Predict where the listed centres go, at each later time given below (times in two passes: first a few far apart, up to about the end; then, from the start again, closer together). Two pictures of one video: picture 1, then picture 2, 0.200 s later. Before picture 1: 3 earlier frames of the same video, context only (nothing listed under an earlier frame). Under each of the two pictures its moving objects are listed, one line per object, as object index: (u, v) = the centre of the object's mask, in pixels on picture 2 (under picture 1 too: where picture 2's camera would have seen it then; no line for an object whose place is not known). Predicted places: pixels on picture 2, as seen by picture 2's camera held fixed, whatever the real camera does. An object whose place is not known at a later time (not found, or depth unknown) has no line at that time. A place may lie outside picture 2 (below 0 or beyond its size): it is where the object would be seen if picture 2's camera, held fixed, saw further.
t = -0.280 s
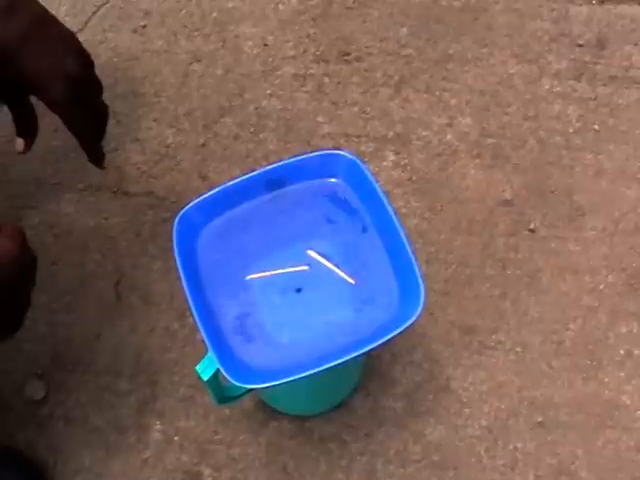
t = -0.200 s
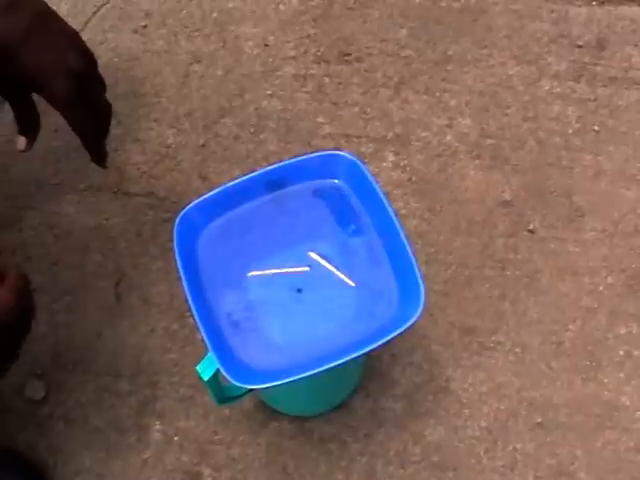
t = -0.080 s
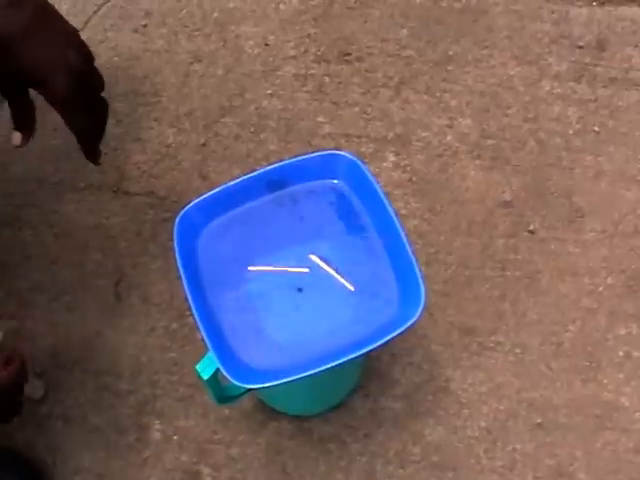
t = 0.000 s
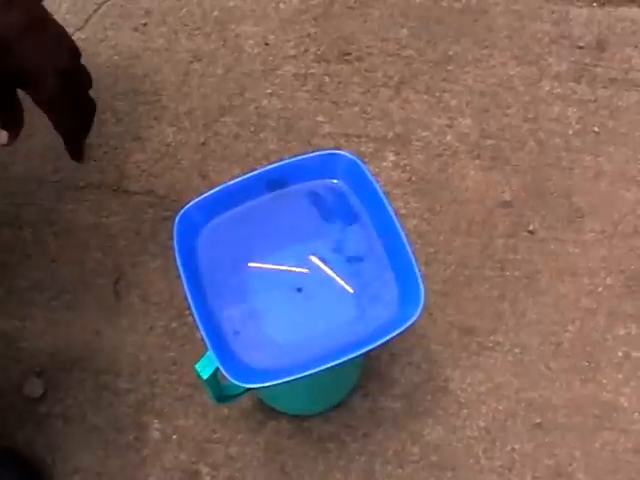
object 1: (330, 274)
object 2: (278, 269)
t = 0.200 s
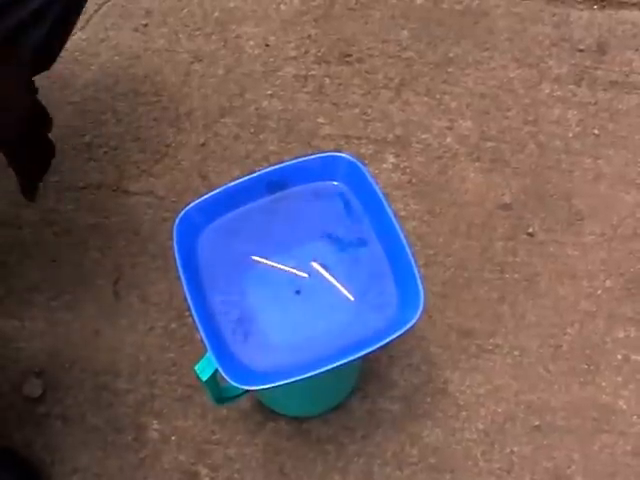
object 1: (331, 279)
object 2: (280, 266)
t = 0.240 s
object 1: (331, 281)
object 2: (280, 266)
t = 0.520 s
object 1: (329, 289)
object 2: (282, 264)
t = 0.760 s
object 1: (328, 294)
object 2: (286, 260)
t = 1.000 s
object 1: (323, 300)
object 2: (290, 260)
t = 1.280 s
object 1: (318, 303)
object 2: (295, 257)
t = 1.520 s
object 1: (313, 307)
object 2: (298, 260)
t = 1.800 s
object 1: (308, 309)
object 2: (305, 261)
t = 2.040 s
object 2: (306, 266)
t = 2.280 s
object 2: (308, 271)
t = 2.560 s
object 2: (308, 276)
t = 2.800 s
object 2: (309, 281)
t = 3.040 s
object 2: (304, 285)
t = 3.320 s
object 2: (300, 288)
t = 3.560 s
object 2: (294, 289)
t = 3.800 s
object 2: (289, 288)
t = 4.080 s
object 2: (285, 285)
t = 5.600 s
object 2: (294, 267)
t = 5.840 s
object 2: (299, 268)
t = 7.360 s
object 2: (305, 290)
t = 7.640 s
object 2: (302, 292)
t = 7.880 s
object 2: (296, 295)
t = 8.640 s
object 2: (284, 292)
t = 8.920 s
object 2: (280, 290)
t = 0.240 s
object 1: (331, 281)
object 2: (280, 266)
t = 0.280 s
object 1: (330, 282)
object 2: (281, 266)
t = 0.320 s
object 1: (330, 284)
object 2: (280, 265)
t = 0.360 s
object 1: (330, 286)
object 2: (281, 266)
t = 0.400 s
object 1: (330, 287)
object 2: (281, 265)
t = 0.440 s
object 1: (329, 288)
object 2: (281, 265)
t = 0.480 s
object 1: (329, 288)
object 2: (282, 264)
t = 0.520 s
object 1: (329, 289)
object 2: (282, 264)
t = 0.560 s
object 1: (328, 290)
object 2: (283, 263)
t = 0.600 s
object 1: (329, 291)
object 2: (284, 262)
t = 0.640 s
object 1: (329, 292)
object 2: (284, 262)
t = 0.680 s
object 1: (329, 293)
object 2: (285, 262)
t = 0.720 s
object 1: (328, 293)
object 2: (286, 261)
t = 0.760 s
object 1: (328, 294)
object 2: (286, 260)
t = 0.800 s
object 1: (328, 295)
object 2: (287, 260)
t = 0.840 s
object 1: (327, 296)
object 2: (287, 259)
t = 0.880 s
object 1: (326, 297)
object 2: (288, 261)
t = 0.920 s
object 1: (325, 298)
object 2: (288, 260)
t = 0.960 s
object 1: (325, 299)
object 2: (290, 260)
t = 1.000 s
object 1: (323, 300)
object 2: (290, 260)
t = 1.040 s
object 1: (322, 300)
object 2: (290, 258)
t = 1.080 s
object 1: (322, 301)
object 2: (291, 258)
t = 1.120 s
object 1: (322, 301)
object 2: (292, 258)
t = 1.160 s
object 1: (321, 302)
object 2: (292, 258)
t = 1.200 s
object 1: (320, 302)
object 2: (294, 257)
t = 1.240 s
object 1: (319, 303)
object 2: (295, 257)
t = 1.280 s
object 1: (318, 303)
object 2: (295, 257)
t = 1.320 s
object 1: (318, 304)
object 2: (296, 257)
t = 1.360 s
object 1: (316, 304)
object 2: (296, 258)
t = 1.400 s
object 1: (316, 305)
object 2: (298, 257)
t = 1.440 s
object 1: (315, 306)
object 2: (298, 259)
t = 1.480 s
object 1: (314, 306)
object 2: (298, 259)
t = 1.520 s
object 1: (313, 307)
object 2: (298, 260)
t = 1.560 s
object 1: (312, 307)
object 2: (300, 260)
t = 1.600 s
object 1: (312, 308)
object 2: (301, 261)
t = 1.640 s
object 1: (311, 308)
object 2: (302, 261)
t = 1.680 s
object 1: (311, 308)
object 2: (304, 259)
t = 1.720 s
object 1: (310, 308)
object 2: (303, 261)
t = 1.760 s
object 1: (309, 308)
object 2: (304, 262)
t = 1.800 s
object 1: (308, 309)
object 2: (305, 261)
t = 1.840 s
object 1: (307, 309)
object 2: (305, 262)
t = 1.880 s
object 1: (307, 309)
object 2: (307, 262)
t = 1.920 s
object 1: (305, 310)
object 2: (306, 264)
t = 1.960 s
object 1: (305, 309)
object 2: (306, 265)
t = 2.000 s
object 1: (303, 310)
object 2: (306, 265)
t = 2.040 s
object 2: (306, 266)
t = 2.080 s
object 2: (308, 267)
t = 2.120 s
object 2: (308, 268)
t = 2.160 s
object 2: (308, 268)
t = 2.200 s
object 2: (308, 269)
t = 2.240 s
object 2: (309, 270)
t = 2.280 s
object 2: (308, 271)
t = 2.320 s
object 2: (308, 271)
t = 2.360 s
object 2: (309, 272)
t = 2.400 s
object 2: (309, 273)
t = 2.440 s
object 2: (310, 274)
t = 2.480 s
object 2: (309, 274)
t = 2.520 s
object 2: (309, 275)
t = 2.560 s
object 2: (308, 276)
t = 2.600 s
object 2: (309, 277)
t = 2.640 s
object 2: (309, 278)
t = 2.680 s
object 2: (309, 279)
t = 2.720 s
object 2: (309, 279)
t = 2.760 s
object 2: (309, 280)
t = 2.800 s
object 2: (309, 281)
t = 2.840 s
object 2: (308, 281)
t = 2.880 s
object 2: (308, 282)
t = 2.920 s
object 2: (306, 283)
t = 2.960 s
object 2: (306, 283)
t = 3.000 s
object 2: (305, 284)
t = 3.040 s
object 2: (304, 285)
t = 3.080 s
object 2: (304, 284)
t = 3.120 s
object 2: (303, 285)
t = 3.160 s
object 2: (302, 286)
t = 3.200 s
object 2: (301, 287)
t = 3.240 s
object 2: (301, 287)
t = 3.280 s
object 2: (300, 288)
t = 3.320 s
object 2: (300, 288)
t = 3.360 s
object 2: (299, 287)
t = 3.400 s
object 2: (298, 287)
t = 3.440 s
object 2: (297, 287)
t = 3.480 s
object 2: (296, 287)
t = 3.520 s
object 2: (295, 288)
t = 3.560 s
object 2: (294, 289)
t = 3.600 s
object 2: (293, 289)
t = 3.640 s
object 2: (293, 288)
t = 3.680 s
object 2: (291, 288)
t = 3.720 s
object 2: (291, 289)
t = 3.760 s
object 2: (290, 289)
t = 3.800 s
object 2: (289, 288)
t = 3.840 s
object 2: (288, 287)
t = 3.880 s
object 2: (289, 286)
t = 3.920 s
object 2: (288, 285)
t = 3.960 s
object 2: (288, 286)
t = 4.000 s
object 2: (286, 285)
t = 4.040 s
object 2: (285, 285)
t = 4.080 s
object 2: (285, 285)
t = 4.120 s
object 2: (284, 284)
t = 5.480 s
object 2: (291, 268)
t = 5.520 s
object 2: (292, 267)
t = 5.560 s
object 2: (294, 267)
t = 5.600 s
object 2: (294, 267)
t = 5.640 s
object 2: (295, 267)
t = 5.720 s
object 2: (297, 266)
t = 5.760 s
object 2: (298, 268)
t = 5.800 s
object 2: (298, 267)
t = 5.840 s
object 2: (299, 268)
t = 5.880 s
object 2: (300, 268)
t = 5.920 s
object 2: (301, 267)
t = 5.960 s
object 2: (301, 267)
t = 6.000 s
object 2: (302, 266)
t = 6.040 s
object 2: (302, 266)
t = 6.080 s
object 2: (303, 267)
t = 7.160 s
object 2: (306, 287)
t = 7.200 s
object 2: (306, 287)
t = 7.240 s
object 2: (306, 288)
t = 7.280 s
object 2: (307, 289)
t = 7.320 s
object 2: (306, 289)
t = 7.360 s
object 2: (305, 290)
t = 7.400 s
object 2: (305, 290)
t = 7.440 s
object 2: (304, 291)
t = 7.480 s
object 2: (304, 291)
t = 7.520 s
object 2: (304, 292)
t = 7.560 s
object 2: (303, 292)
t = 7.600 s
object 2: (302, 292)
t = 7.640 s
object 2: (302, 292)
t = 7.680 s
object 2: (301, 293)
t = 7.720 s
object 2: (300, 294)
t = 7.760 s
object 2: (299, 294)
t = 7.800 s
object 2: (298, 294)
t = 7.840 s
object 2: (297, 295)
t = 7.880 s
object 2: (296, 295)
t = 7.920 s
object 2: (295, 295)
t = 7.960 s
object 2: (294, 296)
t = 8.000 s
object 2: (293, 295)
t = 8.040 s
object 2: (292, 296)
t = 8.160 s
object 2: (290, 295)
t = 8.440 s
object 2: (286, 293)
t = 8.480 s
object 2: (285, 294)
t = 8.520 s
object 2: (285, 293)
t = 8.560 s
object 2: (285, 292)
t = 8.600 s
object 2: (284, 292)
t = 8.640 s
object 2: (284, 292)
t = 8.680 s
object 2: (284, 292)
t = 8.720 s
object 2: (283, 291)
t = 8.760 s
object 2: (282, 291)
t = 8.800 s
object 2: (282, 290)
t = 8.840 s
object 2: (282, 290)
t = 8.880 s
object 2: (281, 290)
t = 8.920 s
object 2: (280, 290)
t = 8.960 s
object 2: (280, 289)
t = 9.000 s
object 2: (280, 289)
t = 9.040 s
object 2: (280, 288)
